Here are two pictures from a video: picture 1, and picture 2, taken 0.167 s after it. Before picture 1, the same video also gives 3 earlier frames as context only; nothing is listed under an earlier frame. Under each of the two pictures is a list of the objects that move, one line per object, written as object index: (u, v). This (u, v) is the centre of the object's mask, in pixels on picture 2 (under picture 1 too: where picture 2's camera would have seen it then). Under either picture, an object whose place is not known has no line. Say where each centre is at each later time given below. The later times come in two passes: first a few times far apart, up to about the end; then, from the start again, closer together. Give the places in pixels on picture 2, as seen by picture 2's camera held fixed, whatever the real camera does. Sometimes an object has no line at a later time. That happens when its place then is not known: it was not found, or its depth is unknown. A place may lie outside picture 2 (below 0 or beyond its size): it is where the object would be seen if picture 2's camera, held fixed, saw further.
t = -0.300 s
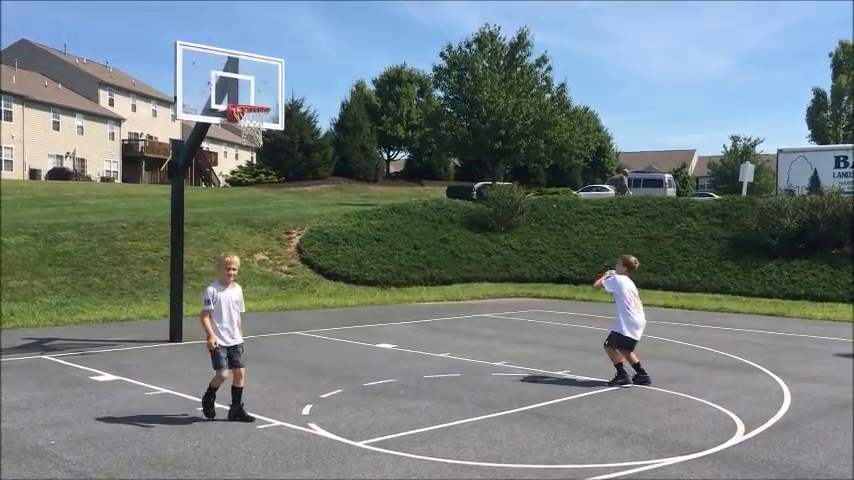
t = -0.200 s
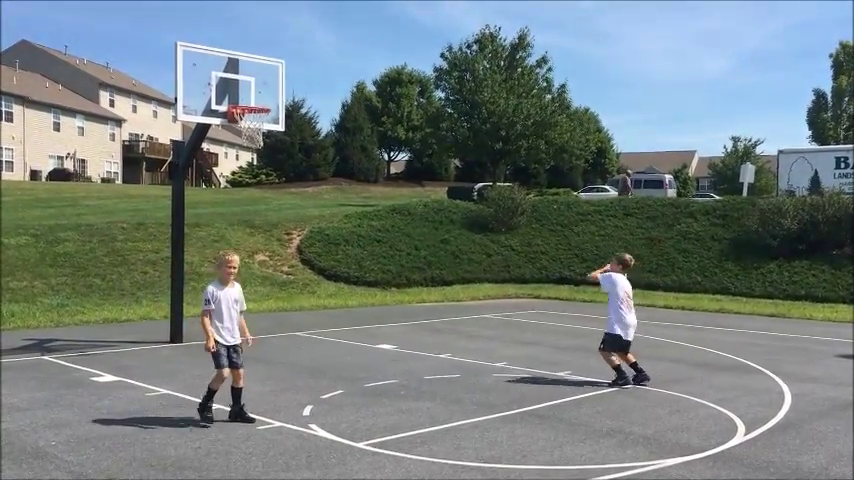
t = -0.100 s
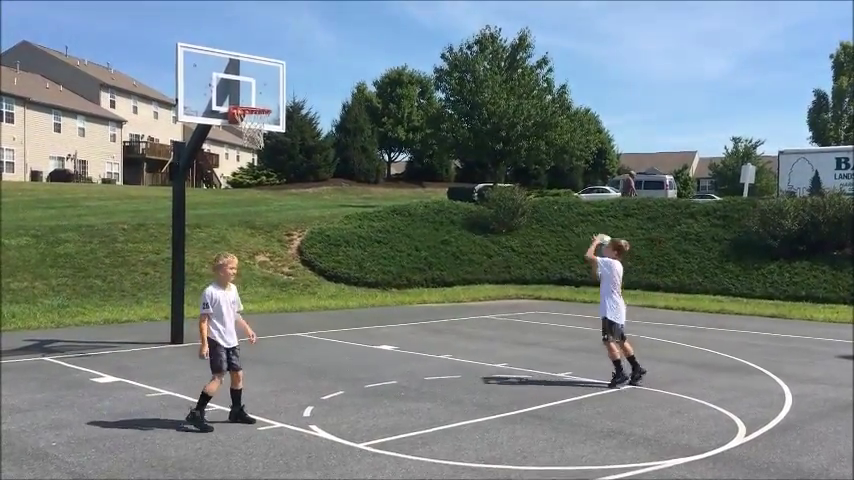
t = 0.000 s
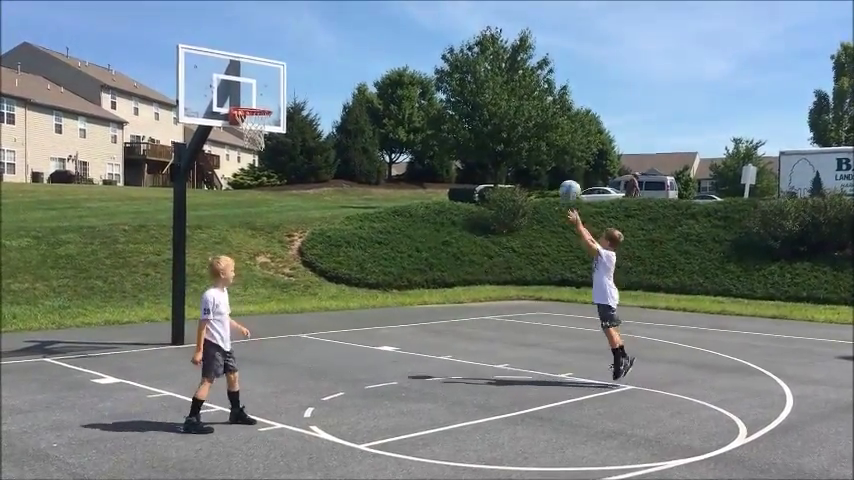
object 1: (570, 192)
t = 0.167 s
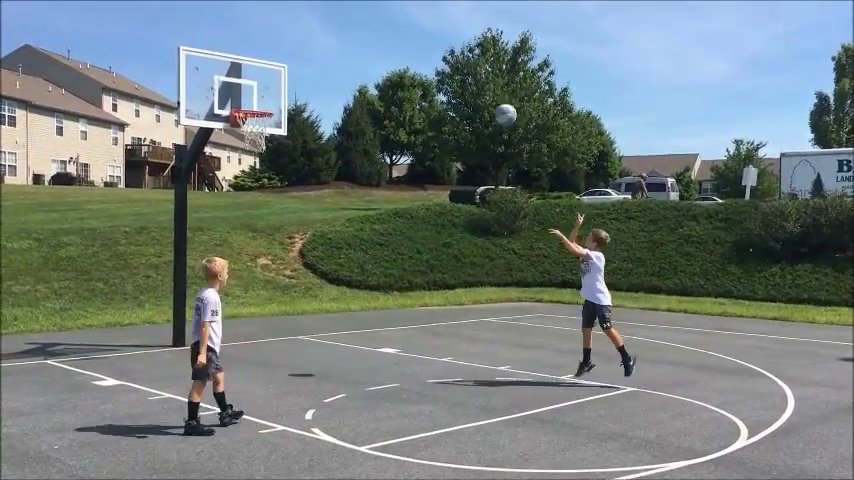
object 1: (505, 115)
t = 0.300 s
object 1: (456, 73)
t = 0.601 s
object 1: (351, 41)
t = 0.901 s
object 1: (257, 87)
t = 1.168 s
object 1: (210, 88)
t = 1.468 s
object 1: (163, 134)
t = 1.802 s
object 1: (116, 273)
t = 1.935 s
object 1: (98, 355)
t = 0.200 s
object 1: (493, 102)
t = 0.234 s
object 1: (481, 91)
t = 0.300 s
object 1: (456, 73)
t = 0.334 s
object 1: (444, 65)
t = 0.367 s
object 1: (431, 58)
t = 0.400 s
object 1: (420, 53)
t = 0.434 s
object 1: (408, 49)
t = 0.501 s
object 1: (385, 43)
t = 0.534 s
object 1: (374, 42)
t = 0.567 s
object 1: (362, 41)
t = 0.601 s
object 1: (351, 41)
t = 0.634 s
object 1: (341, 43)
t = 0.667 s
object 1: (330, 45)
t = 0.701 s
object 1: (319, 48)
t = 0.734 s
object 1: (308, 52)
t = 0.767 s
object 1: (298, 57)
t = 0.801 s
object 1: (288, 63)
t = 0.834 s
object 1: (277, 70)
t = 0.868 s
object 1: (267, 79)
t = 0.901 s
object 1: (257, 87)
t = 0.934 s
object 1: (248, 96)
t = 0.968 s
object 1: (240, 100)
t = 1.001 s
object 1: (235, 97)
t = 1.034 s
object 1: (231, 93)
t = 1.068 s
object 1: (225, 90)
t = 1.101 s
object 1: (220, 89)
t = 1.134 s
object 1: (215, 88)
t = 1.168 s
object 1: (210, 88)
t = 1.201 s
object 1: (204, 89)
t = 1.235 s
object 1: (200, 91)
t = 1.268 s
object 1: (194, 94)
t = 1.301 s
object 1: (189, 98)
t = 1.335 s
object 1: (184, 103)
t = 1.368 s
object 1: (180, 109)
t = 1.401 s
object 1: (173, 117)
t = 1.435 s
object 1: (169, 124)
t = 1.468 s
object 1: (163, 134)
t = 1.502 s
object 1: (157, 140)
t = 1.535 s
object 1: (155, 153)
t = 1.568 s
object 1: (150, 165)
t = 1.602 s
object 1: (145, 178)
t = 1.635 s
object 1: (140, 191)
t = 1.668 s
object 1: (135, 205)
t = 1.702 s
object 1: (130, 221)
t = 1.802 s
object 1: (116, 273)
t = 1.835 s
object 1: (112, 291)
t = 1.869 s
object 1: (107, 312)
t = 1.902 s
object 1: (102, 333)
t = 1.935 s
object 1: (98, 355)
